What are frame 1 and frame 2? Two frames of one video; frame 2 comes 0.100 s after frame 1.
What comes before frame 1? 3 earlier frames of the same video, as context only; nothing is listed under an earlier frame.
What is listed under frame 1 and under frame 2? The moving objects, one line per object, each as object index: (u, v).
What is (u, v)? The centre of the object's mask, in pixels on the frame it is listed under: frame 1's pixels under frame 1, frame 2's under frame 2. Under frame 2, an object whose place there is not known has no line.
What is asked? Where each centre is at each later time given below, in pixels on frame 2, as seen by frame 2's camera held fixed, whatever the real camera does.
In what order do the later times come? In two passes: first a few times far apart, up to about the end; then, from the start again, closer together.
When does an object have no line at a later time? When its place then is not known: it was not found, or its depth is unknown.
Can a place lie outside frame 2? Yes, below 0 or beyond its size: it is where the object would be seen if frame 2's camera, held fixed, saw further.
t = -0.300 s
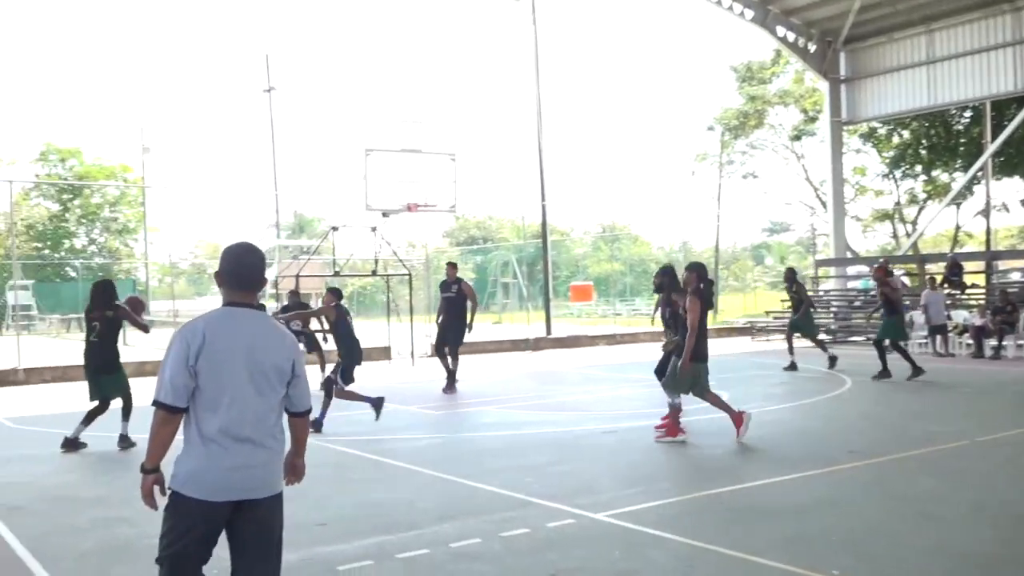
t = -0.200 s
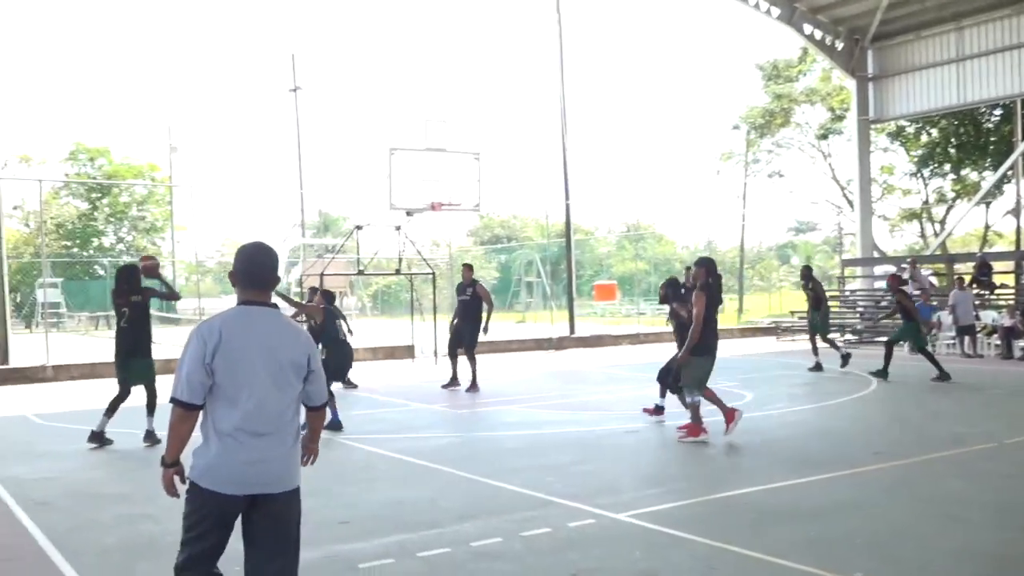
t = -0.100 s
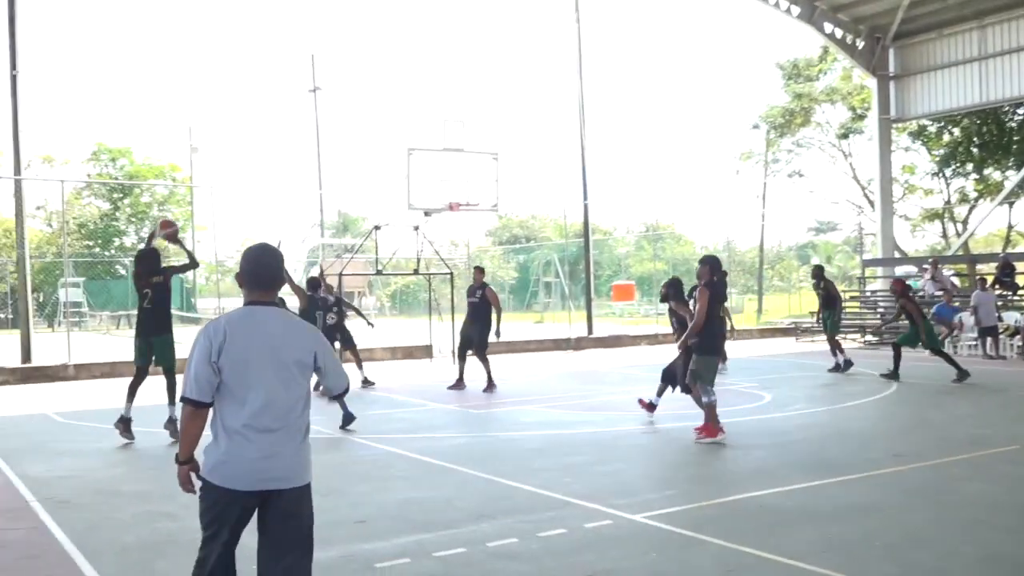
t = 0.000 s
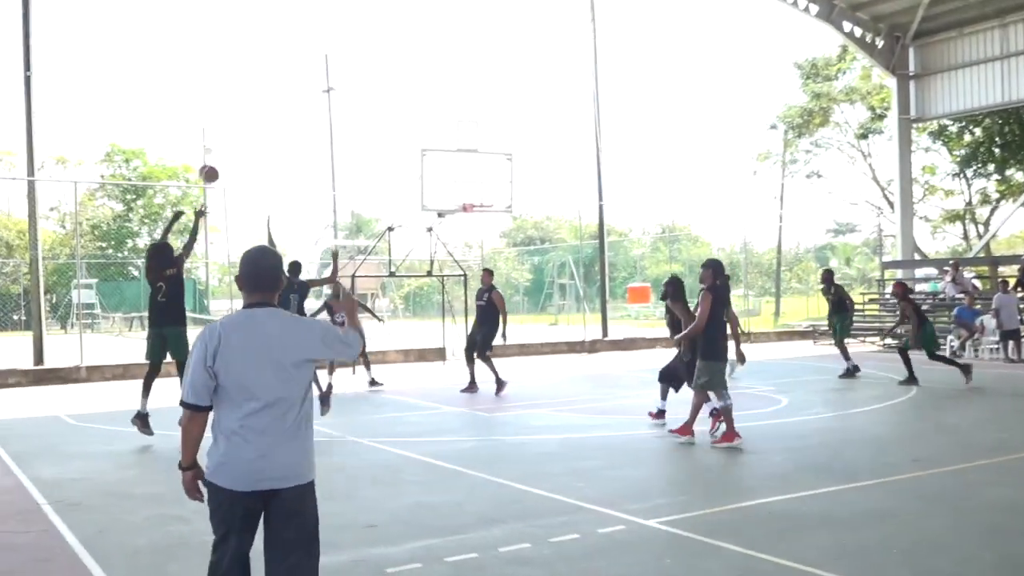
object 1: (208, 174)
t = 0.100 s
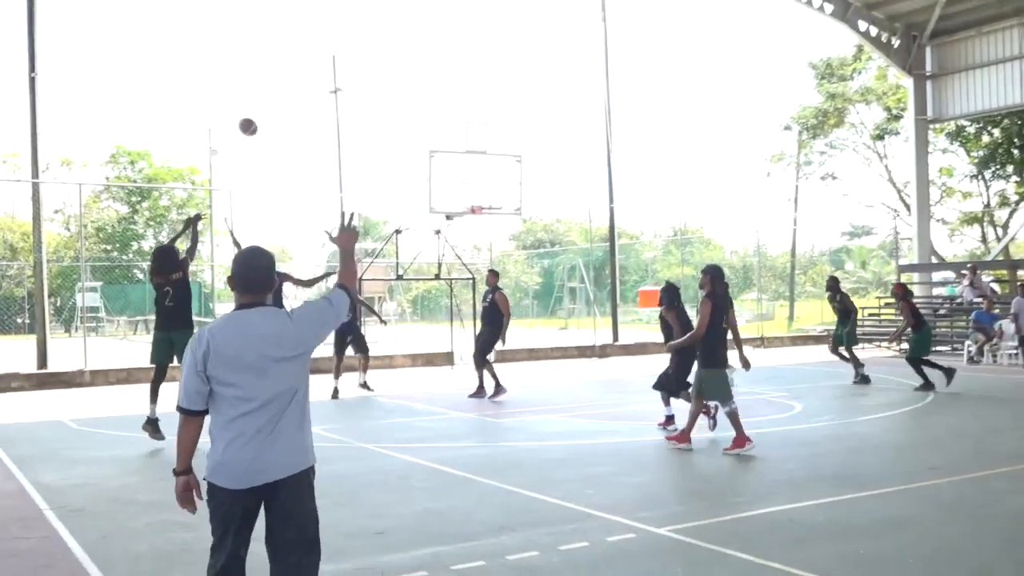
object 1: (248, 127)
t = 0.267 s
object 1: (298, 75)
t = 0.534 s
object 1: (361, 45)
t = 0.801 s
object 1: (413, 71)
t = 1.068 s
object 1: (458, 136)
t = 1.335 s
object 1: (496, 219)
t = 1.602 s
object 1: (514, 227)
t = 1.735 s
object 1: (522, 245)
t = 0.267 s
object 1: (298, 75)
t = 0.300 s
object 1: (306, 68)
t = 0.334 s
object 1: (314, 61)
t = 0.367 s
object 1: (322, 55)
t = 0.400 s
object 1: (330, 51)
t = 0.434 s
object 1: (338, 48)
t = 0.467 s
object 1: (346, 46)
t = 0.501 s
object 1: (354, 45)
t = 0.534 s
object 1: (361, 45)
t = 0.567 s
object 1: (368, 45)
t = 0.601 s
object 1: (375, 47)
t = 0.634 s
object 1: (382, 49)
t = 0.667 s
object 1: (388, 52)
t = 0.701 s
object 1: (395, 55)
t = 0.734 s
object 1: (401, 60)
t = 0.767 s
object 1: (407, 65)
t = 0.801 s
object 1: (413, 71)
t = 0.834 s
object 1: (420, 77)
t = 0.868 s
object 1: (425, 84)
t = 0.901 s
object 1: (431, 91)
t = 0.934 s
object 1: (437, 99)
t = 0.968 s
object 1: (442, 108)
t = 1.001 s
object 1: (448, 117)
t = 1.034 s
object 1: (453, 126)
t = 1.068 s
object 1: (458, 136)
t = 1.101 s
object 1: (463, 147)
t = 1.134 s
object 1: (468, 158)
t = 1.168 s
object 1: (473, 169)
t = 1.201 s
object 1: (477, 181)
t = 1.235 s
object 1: (482, 194)
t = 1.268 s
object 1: (487, 205)
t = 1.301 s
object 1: (492, 213)
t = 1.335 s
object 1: (496, 219)
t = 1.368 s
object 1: (499, 219)
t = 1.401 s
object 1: (501, 218)
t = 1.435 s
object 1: (504, 218)
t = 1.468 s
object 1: (506, 219)
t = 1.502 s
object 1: (508, 220)
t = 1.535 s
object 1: (510, 221)
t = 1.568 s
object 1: (512, 224)
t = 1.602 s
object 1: (514, 227)
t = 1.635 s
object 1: (516, 232)
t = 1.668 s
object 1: (518, 235)
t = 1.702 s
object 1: (520, 240)
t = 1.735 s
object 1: (522, 245)
